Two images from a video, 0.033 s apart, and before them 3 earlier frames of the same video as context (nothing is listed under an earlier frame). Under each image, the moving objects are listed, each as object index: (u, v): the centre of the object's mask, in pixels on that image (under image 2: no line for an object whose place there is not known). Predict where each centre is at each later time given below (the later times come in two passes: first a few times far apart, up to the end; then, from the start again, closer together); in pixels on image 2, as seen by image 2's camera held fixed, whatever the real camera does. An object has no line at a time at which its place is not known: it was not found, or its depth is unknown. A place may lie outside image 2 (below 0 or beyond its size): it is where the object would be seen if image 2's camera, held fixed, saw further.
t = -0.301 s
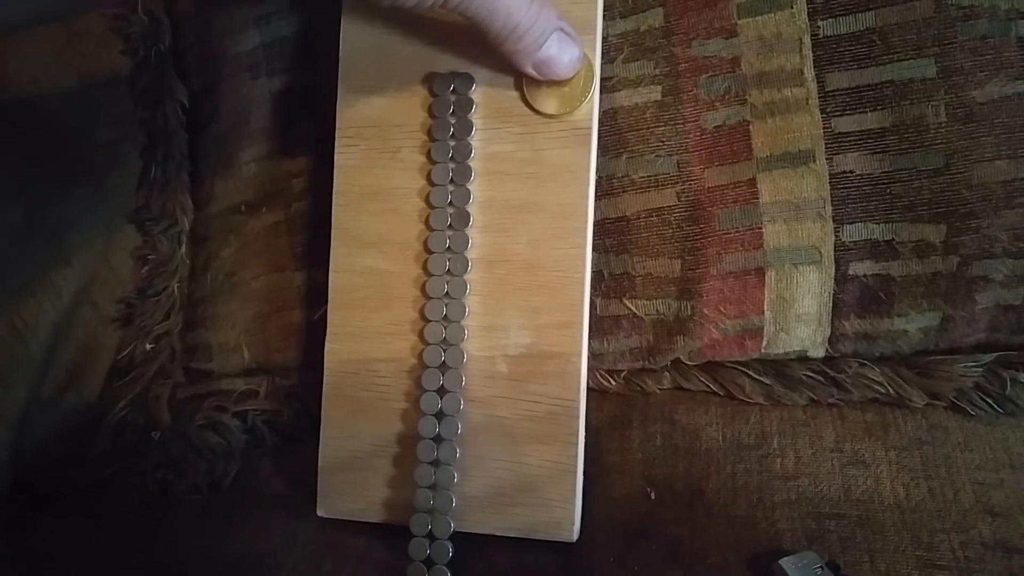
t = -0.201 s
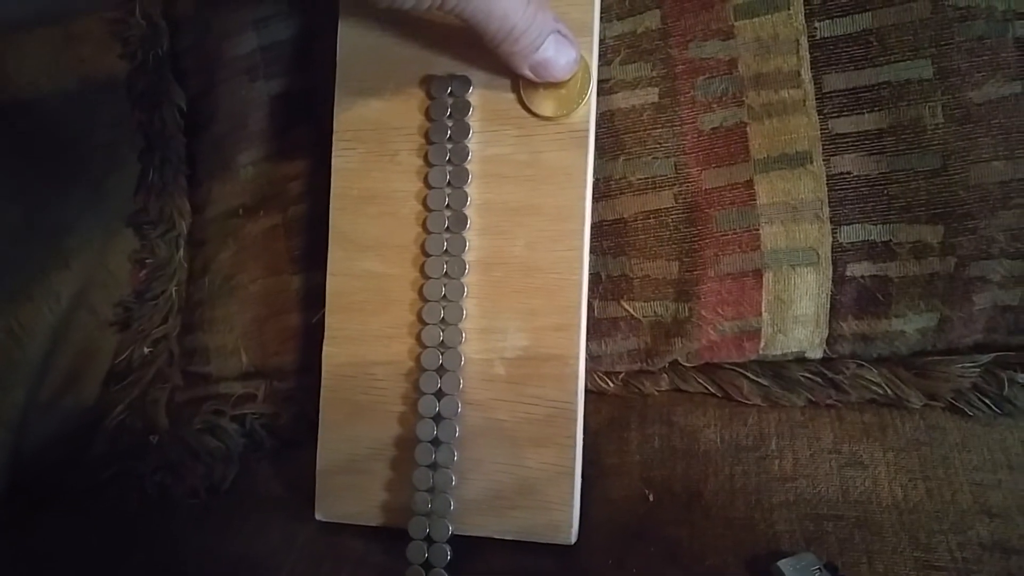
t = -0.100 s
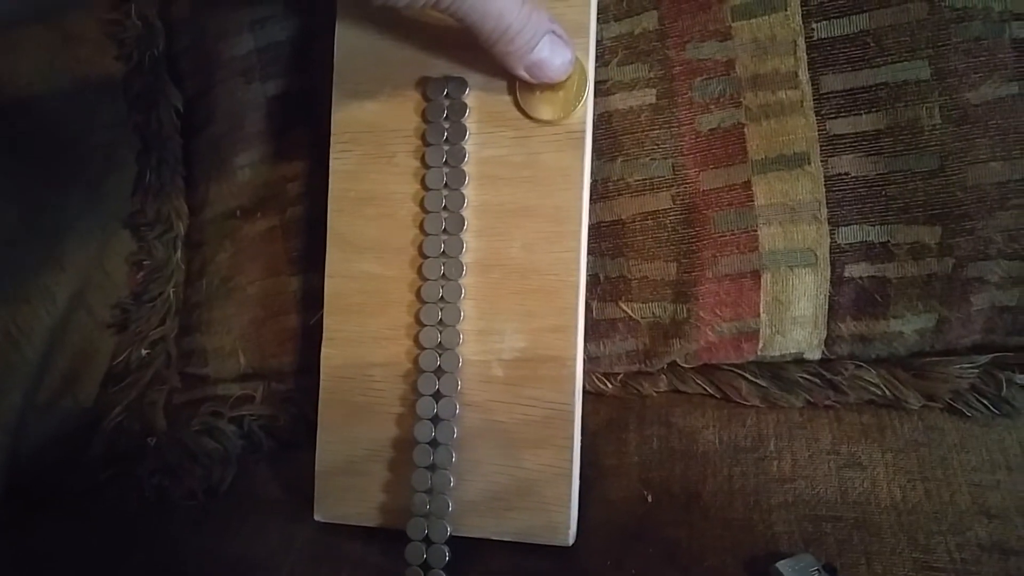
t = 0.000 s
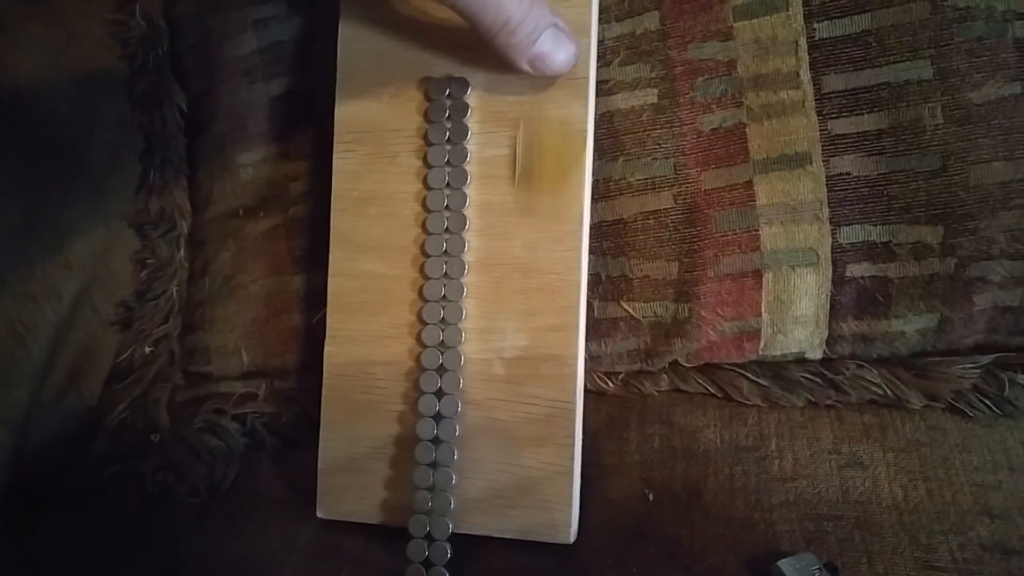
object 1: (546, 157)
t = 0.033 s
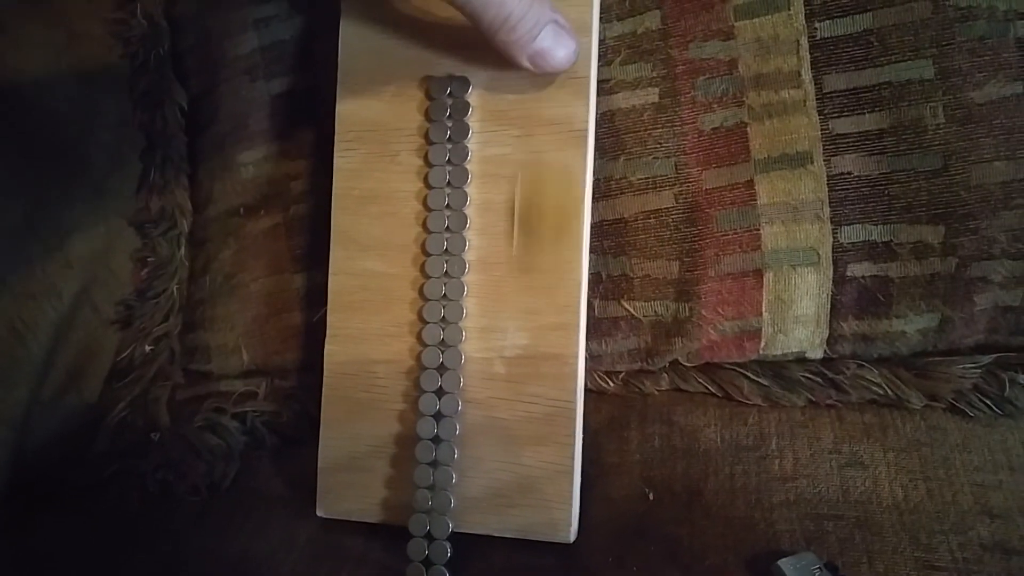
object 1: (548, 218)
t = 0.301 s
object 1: (495, 497)
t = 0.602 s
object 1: (480, 529)
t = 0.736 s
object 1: (481, 528)
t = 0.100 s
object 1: (536, 420)
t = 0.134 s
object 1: (530, 529)
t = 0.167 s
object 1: (520, 522)
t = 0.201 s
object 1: (510, 477)
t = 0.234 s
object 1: (504, 467)
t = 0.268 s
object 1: (502, 474)
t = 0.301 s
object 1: (495, 497)
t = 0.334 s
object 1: (491, 535)
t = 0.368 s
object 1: (487, 529)
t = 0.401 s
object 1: (484, 523)
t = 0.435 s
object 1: (482, 529)
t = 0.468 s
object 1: (481, 529)
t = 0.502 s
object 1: (480, 529)
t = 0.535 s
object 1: (480, 529)
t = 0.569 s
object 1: (480, 529)
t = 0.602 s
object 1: (480, 529)
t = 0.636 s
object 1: (481, 528)
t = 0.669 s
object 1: (481, 528)
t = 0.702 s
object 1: (481, 528)
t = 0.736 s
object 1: (481, 528)
